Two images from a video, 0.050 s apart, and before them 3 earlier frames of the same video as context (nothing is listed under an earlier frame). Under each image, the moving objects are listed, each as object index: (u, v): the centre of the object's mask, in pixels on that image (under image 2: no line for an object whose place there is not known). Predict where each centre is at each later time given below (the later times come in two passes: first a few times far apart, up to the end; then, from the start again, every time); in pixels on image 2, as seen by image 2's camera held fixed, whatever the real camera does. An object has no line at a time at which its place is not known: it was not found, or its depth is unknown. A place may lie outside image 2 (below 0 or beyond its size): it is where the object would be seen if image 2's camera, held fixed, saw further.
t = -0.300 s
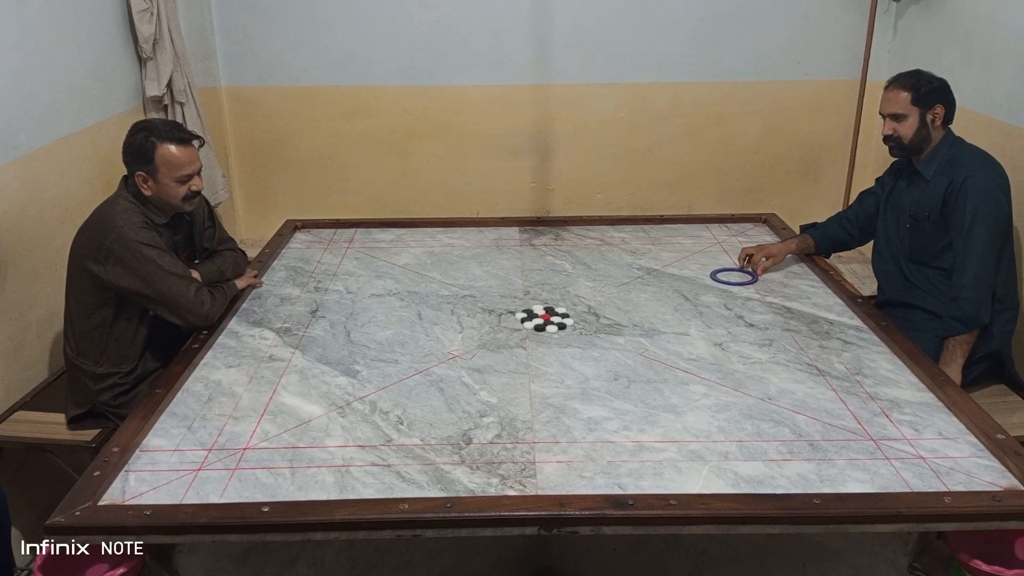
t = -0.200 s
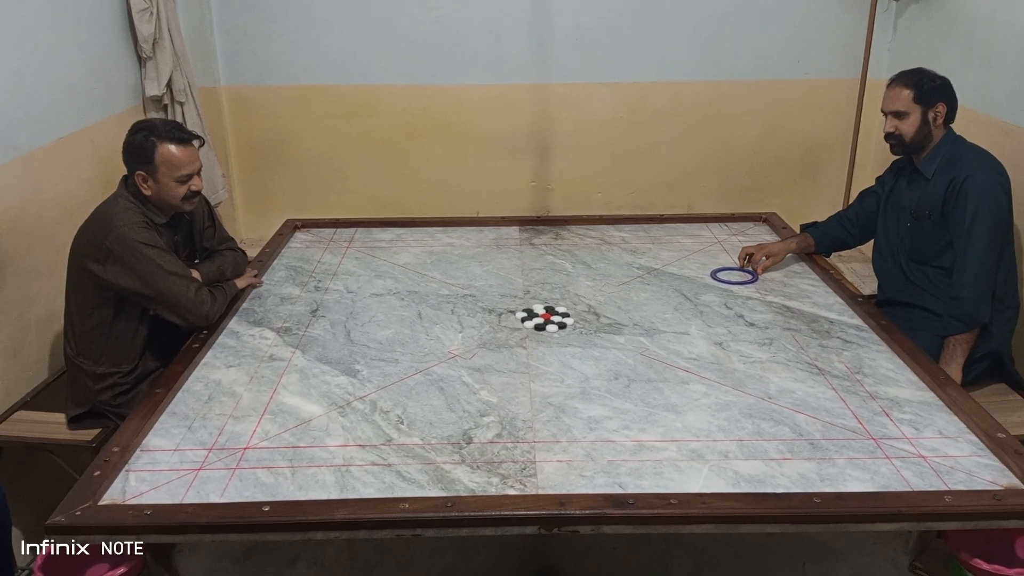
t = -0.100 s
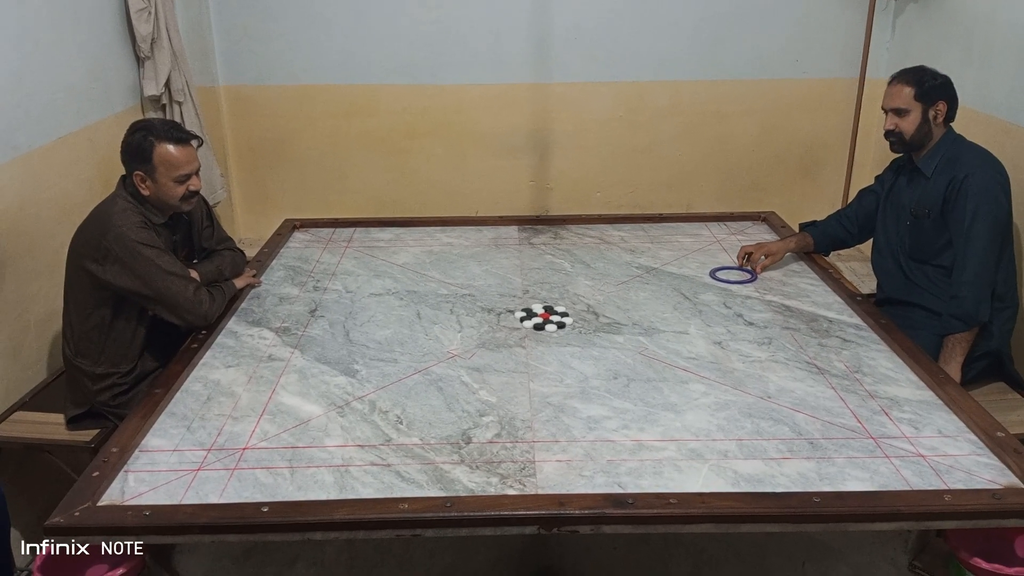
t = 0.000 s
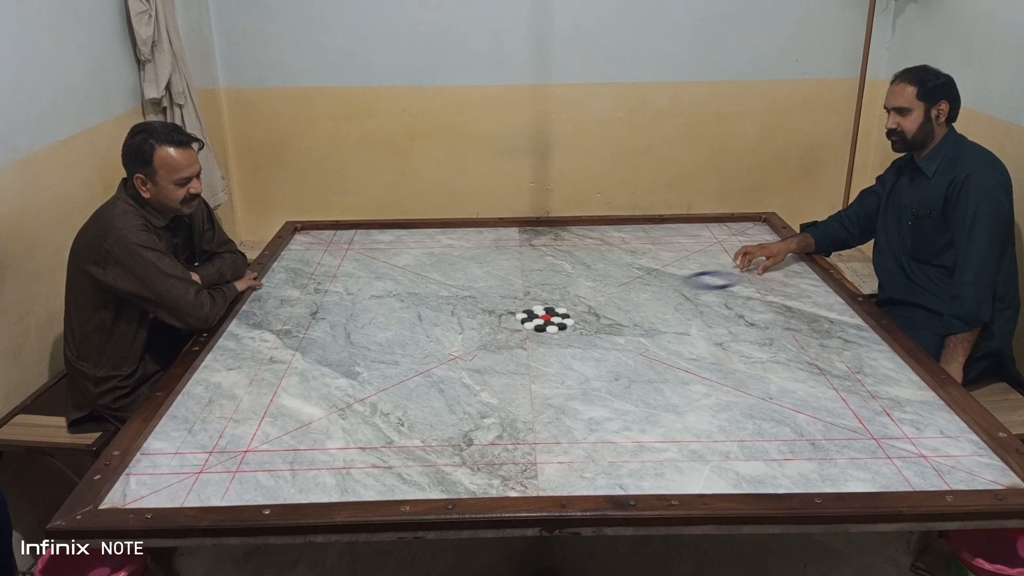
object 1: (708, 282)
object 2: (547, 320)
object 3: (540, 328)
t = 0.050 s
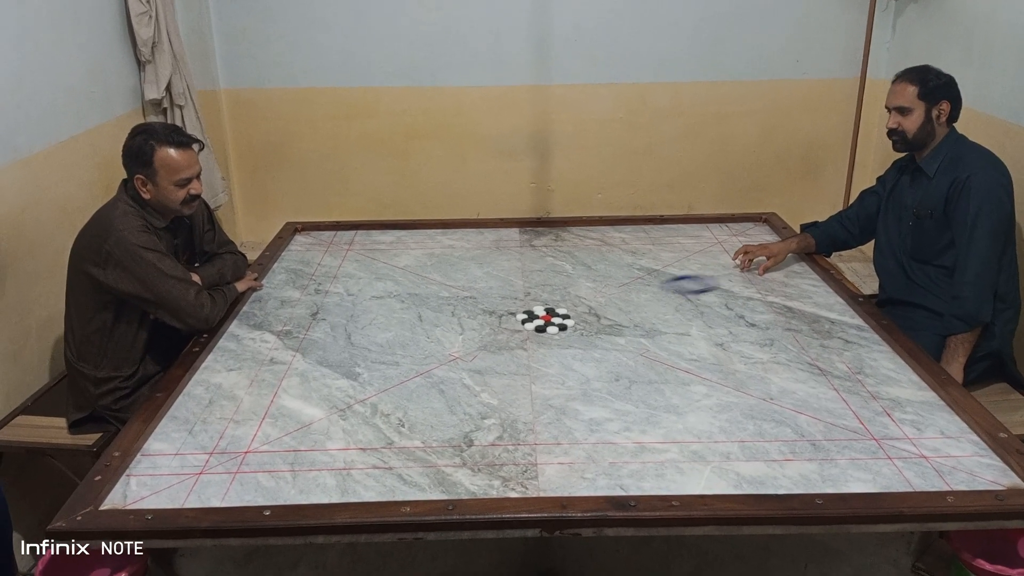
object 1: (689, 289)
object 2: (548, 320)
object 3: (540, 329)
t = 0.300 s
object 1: (580, 304)
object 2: (547, 321)
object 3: (540, 329)
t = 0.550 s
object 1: (534, 298)
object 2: (507, 335)
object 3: (541, 355)
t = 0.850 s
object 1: (489, 290)
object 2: (462, 353)
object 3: (541, 392)
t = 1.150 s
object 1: (451, 283)
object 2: (414, 372)
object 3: (540, 432)
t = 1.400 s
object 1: (423, 278)
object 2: (373, 388)
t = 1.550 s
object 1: (407, 276)
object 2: (348, 399)
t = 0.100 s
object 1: (669, 288)
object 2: (548, 321)
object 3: (540, 329)
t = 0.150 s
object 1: (645, 293)
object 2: (548, 320)
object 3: (540, 329)
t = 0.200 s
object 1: (626, 296)
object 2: (548, 320)
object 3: (540, 329)
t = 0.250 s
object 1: (603, 300)
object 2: (548, 320)
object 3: (540, 329)
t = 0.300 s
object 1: (580, 304)
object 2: (547, 321)
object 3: (540, 329)
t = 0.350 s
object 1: (569, 303)
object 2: (545, 322)
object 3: (541, 333)
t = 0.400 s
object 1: (559, 302)
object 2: (530, 325)
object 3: (541, 339)
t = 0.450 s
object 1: (551, 301)
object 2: (522, 329)
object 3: (541, 344)
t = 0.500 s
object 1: (543, 299)
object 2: (515, 332)
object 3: (541, 349)
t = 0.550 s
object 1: (534, 298)
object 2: (507, 335)
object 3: (541, 355)
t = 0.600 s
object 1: (526, 296)
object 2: (499, 338)
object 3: (541, 361)
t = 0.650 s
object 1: (519, 295)
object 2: (492, 341)
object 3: (541, 367)
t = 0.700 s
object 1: (511, 294)
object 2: (484, 344)
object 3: (541, 373)
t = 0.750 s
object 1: (504, 292)
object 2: (477, 347)
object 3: (541, 379)
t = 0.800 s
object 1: (497, 291)
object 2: (469, 350)
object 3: (541, 385)
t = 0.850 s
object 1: (489, 290)
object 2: (462, 353)
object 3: (541, 392)
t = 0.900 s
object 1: (483, 288)
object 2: (453, 357)
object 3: (541, 398)
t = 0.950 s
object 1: (475, 287)
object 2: (445, 360)
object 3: (541, 404)
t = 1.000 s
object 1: (469, 286)
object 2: (438, 363)
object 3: (541, 411)
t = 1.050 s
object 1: (463, 285)
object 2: (430, 366)
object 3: (541, 418)
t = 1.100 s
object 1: (457, 284)
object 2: (422, 369)
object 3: (541, 426)
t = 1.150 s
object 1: (451, 283)
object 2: (414, 372)
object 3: (540, 432)
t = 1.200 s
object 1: (445, 282)
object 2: (406, 376)
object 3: (540, 440)
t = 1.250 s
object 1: (439, 281)
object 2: (397, 379)
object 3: (540, 446)
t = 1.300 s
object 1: (433, 280)
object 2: (390, 382)
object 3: (539, 455)
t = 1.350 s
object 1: (428, 279)
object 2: (381, 385)
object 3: (539, 463)
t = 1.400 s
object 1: (423, 278)
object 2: (373, 388)
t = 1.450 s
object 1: (417, 277)
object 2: (364, 392)
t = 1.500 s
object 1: (412, 277)
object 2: (356, 395)
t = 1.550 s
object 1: (407, 276)
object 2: (348, 399)
